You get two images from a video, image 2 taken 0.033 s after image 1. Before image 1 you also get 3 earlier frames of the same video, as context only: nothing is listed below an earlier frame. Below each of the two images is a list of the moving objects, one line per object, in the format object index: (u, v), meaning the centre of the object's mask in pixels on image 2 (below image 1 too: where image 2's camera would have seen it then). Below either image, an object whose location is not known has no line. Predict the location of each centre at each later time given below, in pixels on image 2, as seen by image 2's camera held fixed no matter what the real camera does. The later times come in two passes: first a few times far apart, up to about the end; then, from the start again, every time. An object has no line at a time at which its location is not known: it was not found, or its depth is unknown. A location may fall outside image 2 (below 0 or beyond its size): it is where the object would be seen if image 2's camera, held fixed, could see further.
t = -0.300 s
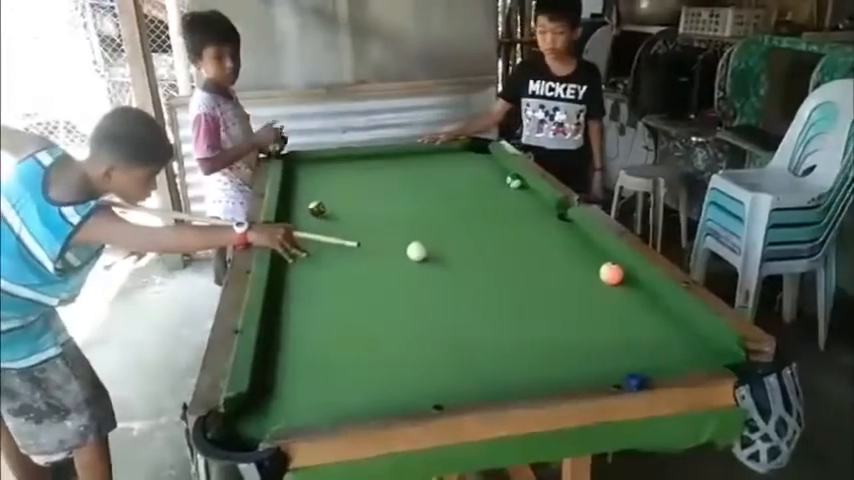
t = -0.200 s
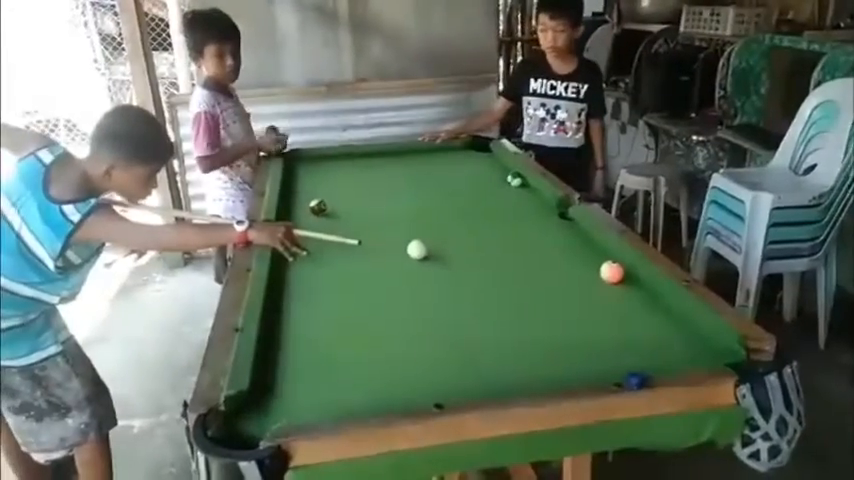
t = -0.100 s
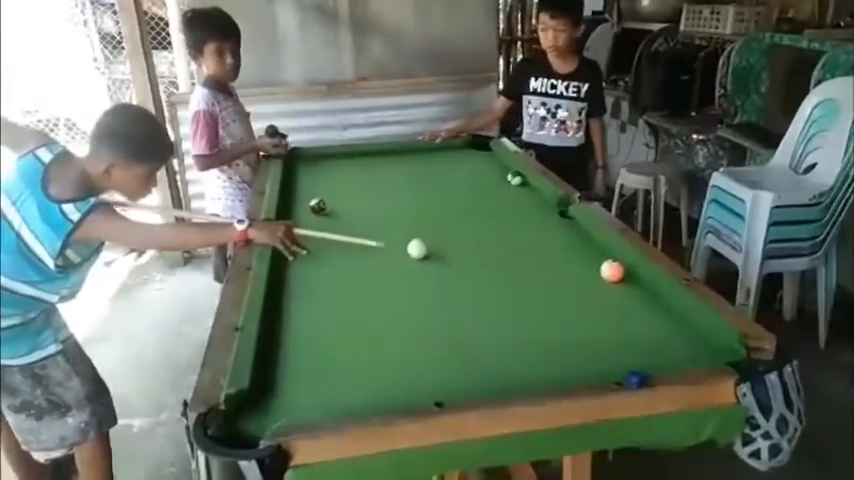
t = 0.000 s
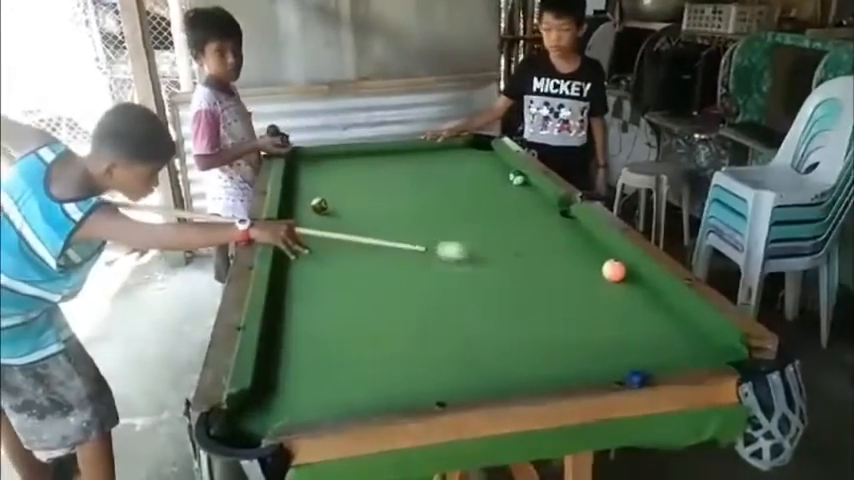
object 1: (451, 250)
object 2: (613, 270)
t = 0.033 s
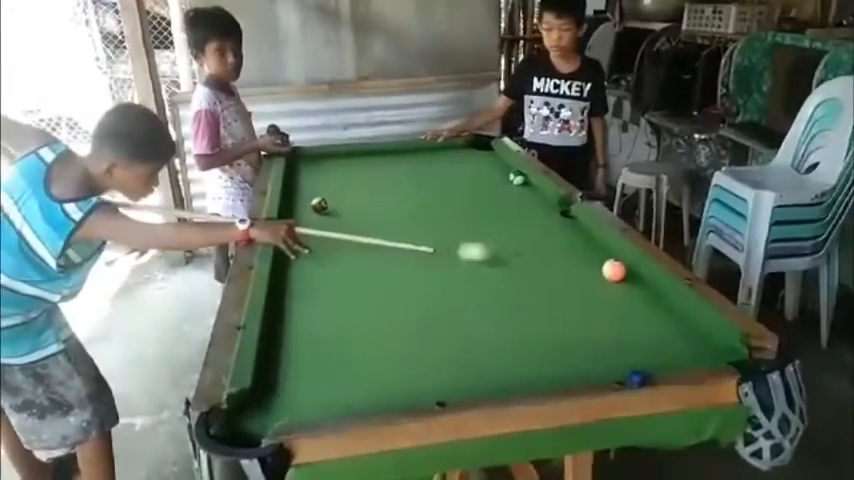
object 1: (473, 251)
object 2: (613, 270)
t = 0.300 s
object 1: (606, 260)
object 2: (619, 275)
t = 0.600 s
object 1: (538, 271)
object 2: (643, 292)
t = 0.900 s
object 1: (474, 278)
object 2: (668, 309)
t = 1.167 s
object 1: (418, 285)
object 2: (683, 324)
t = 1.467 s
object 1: (358, 291)
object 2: (697, 338)
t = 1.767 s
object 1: (300, 297)
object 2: (708, 348)
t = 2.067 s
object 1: (293, 297)
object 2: (715, 353)
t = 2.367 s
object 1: (319, 295)
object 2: (721, 357)
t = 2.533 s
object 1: (331, 295)
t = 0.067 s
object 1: (494, 253)
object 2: (614, 270)
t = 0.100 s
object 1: (513, 254)
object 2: (614, 270)
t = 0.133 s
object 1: (533, 255)
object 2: (613, 270)
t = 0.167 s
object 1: (552, 257)
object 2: (613, 271)
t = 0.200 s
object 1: (572, 259)
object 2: (614, 270)
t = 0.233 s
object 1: (591, 260)
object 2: (614, 270)
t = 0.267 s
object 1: (608, 259)
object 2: (616, 273)
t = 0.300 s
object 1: (606, 260)
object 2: (619, 275)
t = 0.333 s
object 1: (598, 263)
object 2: (620, 276)
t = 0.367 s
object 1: (592, 264)
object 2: (624, 278)
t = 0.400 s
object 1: (584, 265)
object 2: (626, 279)
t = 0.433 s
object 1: (576, 266)
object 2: (629, 281)
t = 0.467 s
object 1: (569, 267)
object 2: (632, 284)
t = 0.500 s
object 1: (561, 268)
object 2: (635, 286)
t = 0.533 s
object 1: (554, 268)
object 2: (637, 288)
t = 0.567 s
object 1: (546, 270)
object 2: (640, 290)
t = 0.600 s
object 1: (538, 271)
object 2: (643, 292)
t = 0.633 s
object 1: (531, 272)
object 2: (646, 294)
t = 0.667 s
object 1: (524, 272)
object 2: (649, 296)
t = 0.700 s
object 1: (517, 274)
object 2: (652, 298)
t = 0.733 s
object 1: (509, 274)
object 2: (655, 300)
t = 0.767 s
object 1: (502, 275)
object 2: (657, 302)
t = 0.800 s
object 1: (495, 276)
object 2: (660, 304)
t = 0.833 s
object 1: (488, 277)
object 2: (663, 306)
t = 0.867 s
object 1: (481, 278)
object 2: (666, 308)
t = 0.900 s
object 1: (474, 278)
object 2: (668, 309)
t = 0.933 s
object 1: (467, 279)
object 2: (671, 311)
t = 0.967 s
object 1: (460, 280)
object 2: (674, 313)
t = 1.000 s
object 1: (452, 281)
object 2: (676, 315)
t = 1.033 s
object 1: (446, 282)
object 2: (677, 317)
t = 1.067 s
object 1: (439, 282)
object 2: (679, 319)
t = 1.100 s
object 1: (432, 283)
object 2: (681, 321)
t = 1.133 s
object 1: (425, 284)
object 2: (682, 322)
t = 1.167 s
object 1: (418, 285)
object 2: (683, 324)
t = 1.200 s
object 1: (412, 285)
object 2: (686, 325)
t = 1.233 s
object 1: (405, 286)
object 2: (686, 327)
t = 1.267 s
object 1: (399, 287)
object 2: (688, 329)
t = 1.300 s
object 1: (392, 287)
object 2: (689, 330)
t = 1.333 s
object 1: (384, 288)
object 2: (691, 332)
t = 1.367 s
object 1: (378, 289)
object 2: (692, 333)
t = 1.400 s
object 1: (371, 290)
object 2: (694, 335)
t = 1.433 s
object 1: (365, 290)
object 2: (695, 336)
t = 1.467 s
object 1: (358, 291)
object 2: (697, 338)
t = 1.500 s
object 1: (352, 292)
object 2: (698, 339)
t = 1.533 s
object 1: (345, 292)
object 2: (700, 340)
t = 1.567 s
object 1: (339, 293)
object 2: (701, 341)
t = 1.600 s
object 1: (333, 294)
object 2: (703, 343)
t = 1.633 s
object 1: (326, 294)
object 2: (704, 344)
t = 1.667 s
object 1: (320, 295)
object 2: (705, 345)
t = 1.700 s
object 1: (313, 296)
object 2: (706, 345)
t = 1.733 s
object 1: (307, 296)
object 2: (707, 347)
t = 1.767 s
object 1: (300, 297)
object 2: (708, 348)
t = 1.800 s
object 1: (294, 297)
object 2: (709, 348)
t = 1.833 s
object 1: (287, 298)
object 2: (710, 349)
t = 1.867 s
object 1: (282, 298)
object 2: (711, 350)
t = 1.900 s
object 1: (278, 298)
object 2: (712, 350)
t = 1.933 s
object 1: (279, 298)
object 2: (712, 351)
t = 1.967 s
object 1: (282, 298)
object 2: (713, 351)
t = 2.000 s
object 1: (286, 298)
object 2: (714, 352)
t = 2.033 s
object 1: (289, 298)
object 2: (714, 353)
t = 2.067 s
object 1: (293, 297)
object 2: (715, 353)
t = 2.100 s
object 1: (296, 297)
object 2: (715, 354)
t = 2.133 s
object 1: (298, 297)
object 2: (716, 354)
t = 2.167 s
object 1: (302, 297)
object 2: (716, 355)
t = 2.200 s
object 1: (305, 296)
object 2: (717, 355)
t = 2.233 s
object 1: (308, 296)
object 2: (717, 356)
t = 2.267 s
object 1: (310, 296)
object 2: (718, 356)
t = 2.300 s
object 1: (313, 296)
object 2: (719, 357)
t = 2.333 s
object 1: (316, 295)
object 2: (720, 357)
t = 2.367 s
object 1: (319, 295)
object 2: (721, 357)
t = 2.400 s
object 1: (321, 295)
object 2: (723, 358)
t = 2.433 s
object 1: (324, 295)
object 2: (726, 359)
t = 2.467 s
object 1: (327, 295)
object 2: (729, 360)
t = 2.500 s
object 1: (329, 294)
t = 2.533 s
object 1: (331, 295)
